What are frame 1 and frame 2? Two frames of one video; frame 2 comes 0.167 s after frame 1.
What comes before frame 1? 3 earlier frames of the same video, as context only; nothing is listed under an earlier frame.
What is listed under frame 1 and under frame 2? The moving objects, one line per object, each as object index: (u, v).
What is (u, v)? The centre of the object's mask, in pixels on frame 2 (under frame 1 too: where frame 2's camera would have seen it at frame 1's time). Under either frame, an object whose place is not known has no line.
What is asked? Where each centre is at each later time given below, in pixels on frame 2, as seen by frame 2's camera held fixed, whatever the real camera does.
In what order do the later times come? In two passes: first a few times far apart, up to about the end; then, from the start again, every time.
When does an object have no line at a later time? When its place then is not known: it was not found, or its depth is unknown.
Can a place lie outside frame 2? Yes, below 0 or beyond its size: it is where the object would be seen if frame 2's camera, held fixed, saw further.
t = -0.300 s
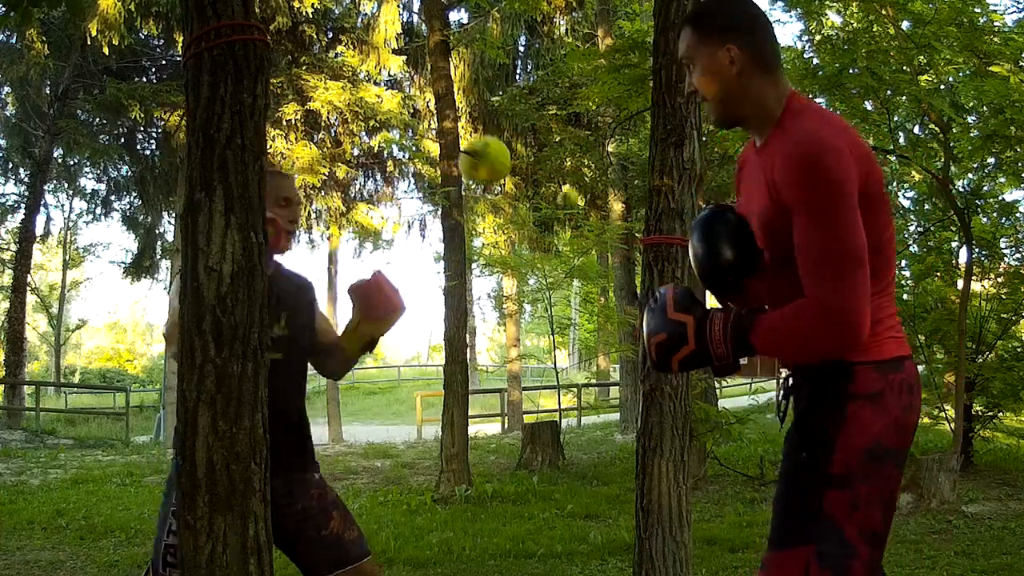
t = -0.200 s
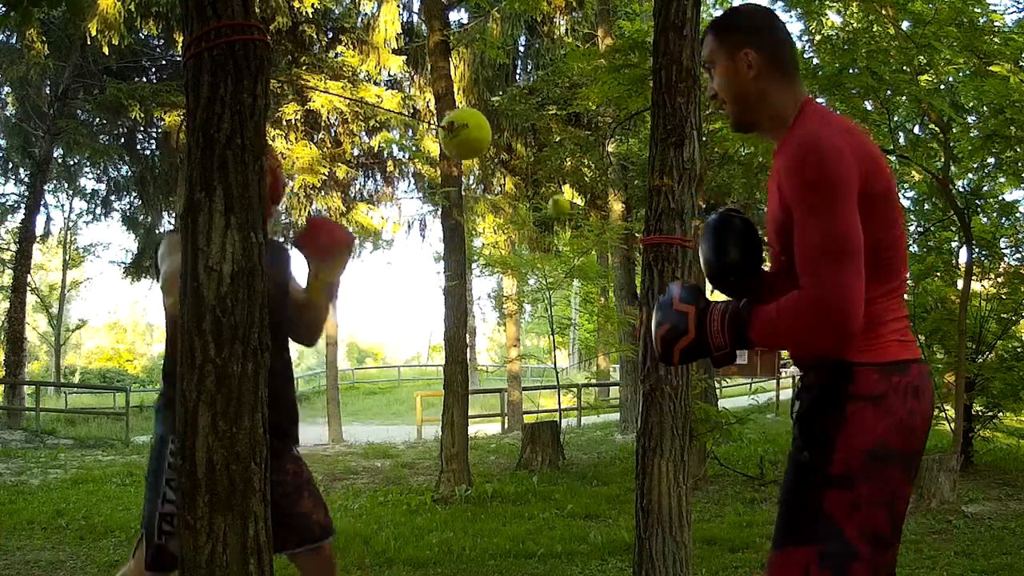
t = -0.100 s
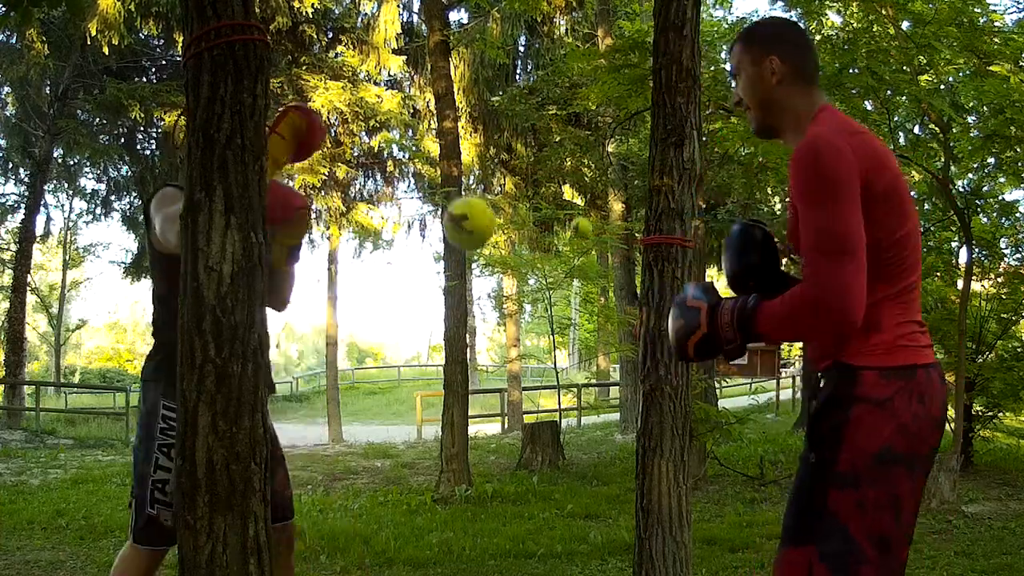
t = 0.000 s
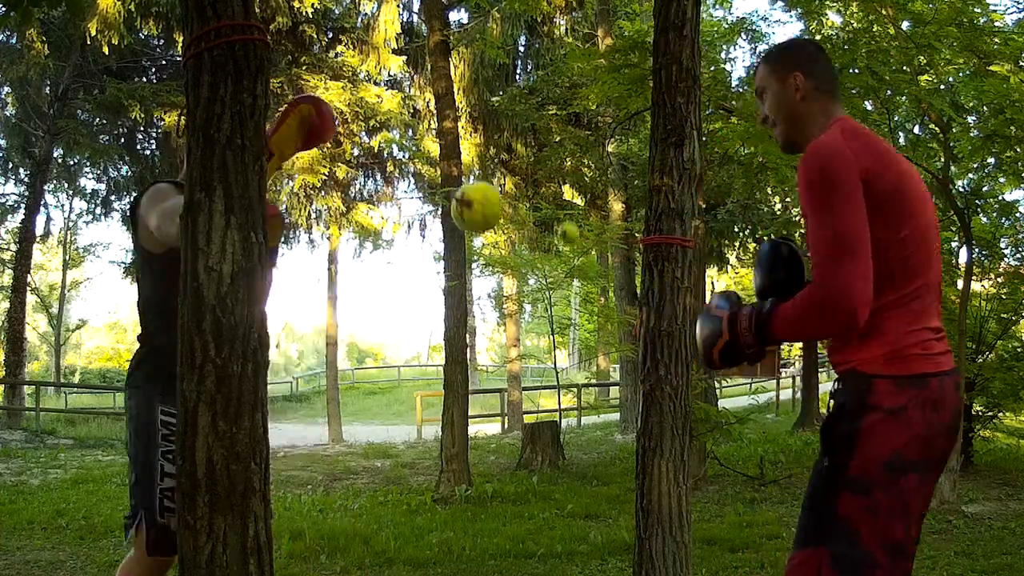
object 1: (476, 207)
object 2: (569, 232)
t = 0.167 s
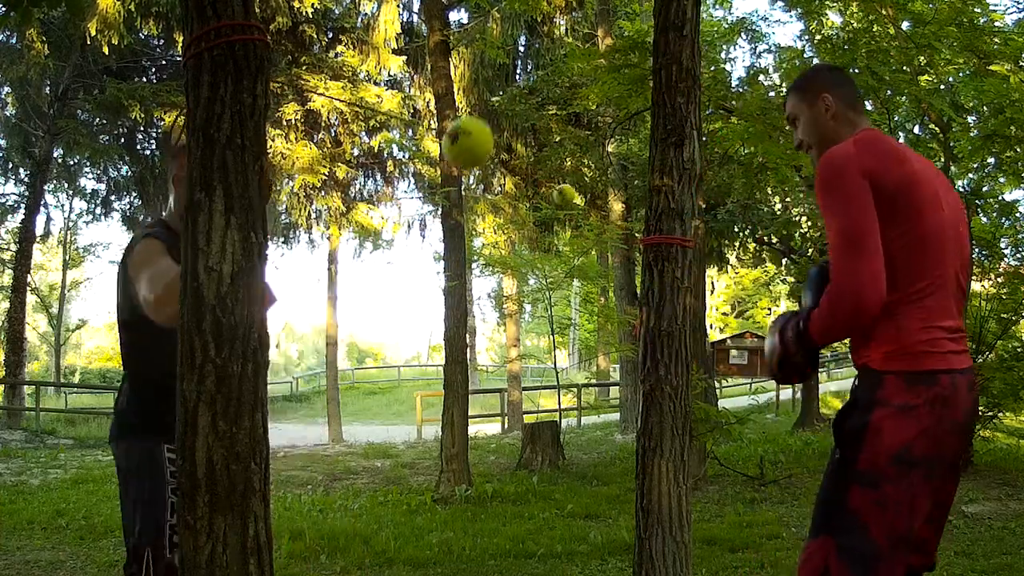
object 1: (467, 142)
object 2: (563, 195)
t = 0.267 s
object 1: (467, 214)
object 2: (567, 250)
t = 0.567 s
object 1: (462, 164)
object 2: (565, 217)
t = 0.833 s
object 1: (470, 139)
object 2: (578, 190)
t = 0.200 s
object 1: (460, 169)
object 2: (573, 198)
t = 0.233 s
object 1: (460, 194)
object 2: (574, 222)
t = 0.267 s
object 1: (467, 214)
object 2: (567, 250)
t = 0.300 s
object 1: (471, 228)
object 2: (566, 250)
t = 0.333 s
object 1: (473, 229)
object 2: (575, 233)
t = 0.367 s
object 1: (473, 211)
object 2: (583, 222)
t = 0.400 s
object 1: (474, 179)
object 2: (579, 221)
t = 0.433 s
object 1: (476, 151)
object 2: (568, 214)
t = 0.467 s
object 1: (473, 136)
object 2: (565, 194)
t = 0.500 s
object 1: (465, 135)
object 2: (571, 182)
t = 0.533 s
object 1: (461, 145)
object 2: (573, 191)
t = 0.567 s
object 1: (462, 164)
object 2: (565, 217)
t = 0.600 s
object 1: (465, 190)
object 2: (562, 234)
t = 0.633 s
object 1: (466, 217)
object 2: (570, 236)
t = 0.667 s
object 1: (468, 231)
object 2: (579, 237)
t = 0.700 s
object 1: (472, 223)
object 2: (579, 241)
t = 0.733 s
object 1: (477, 201)
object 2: (573, 238)
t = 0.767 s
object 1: (479, 178)
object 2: (570, 218)
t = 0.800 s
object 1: (476, 156)
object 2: (573, 195)
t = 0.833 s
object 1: (470, 139)
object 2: (578, 190)
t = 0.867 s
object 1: (467, 133)
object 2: (572, 195)
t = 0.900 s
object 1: (466, 142)
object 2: (563, 205)
